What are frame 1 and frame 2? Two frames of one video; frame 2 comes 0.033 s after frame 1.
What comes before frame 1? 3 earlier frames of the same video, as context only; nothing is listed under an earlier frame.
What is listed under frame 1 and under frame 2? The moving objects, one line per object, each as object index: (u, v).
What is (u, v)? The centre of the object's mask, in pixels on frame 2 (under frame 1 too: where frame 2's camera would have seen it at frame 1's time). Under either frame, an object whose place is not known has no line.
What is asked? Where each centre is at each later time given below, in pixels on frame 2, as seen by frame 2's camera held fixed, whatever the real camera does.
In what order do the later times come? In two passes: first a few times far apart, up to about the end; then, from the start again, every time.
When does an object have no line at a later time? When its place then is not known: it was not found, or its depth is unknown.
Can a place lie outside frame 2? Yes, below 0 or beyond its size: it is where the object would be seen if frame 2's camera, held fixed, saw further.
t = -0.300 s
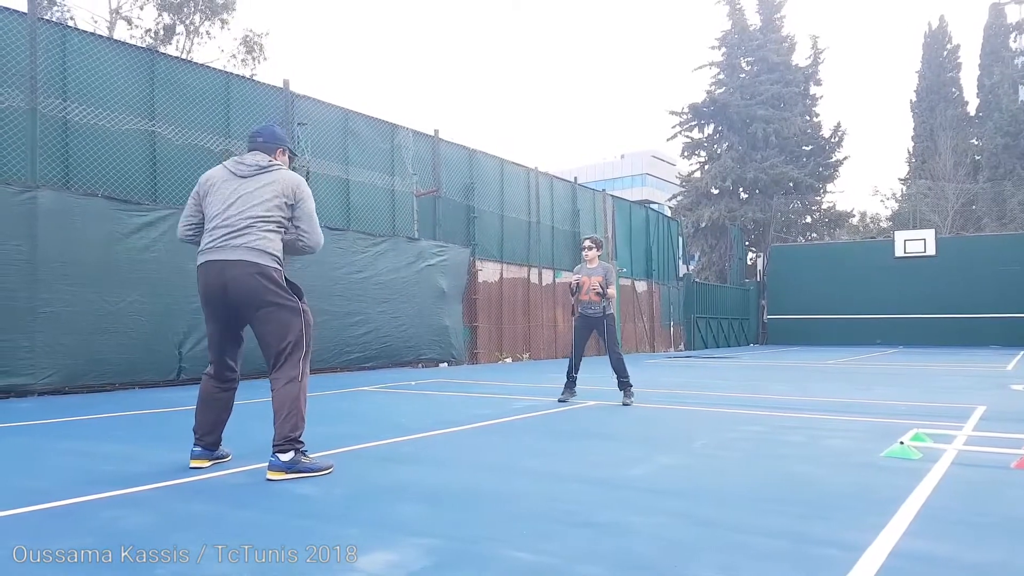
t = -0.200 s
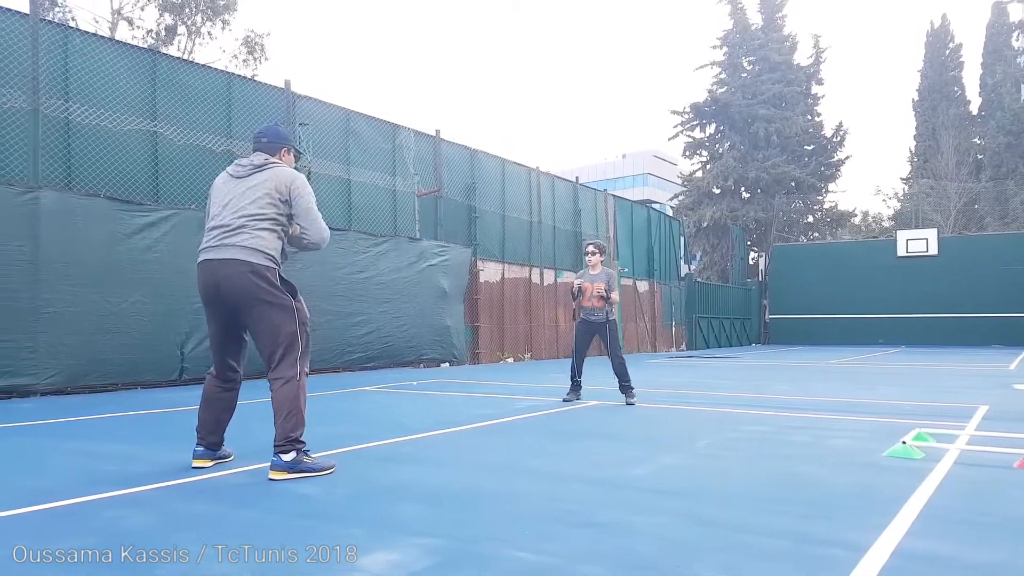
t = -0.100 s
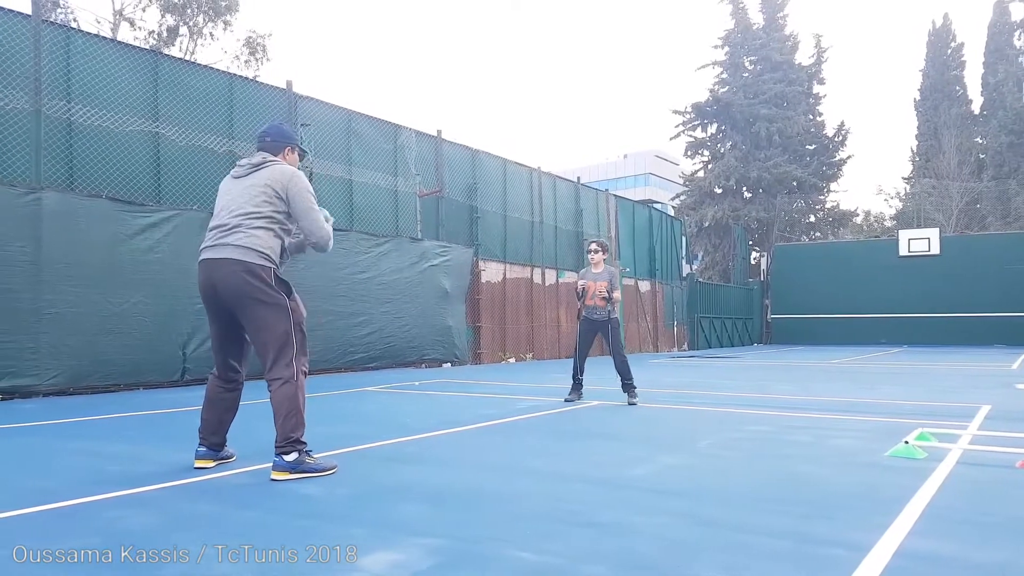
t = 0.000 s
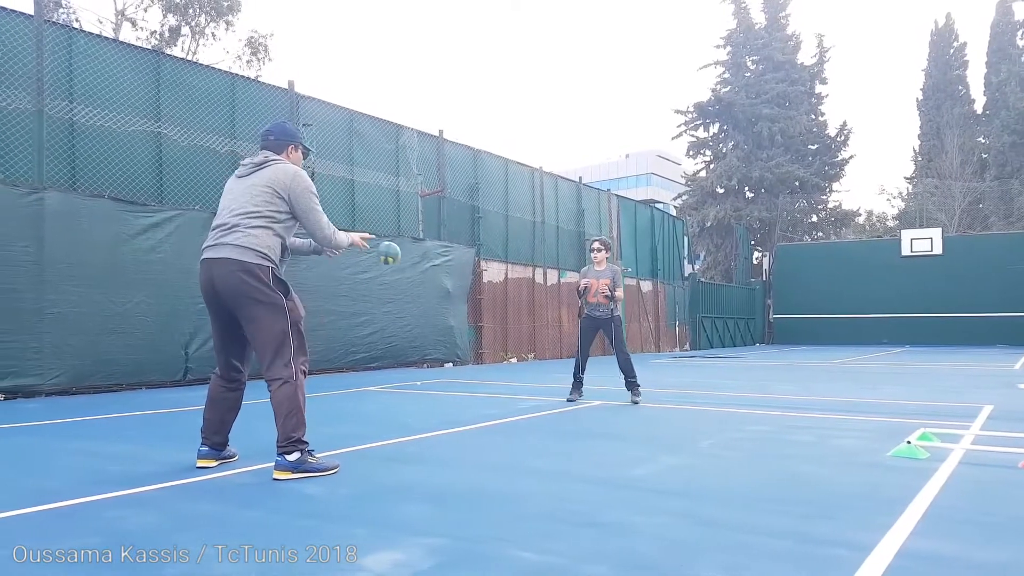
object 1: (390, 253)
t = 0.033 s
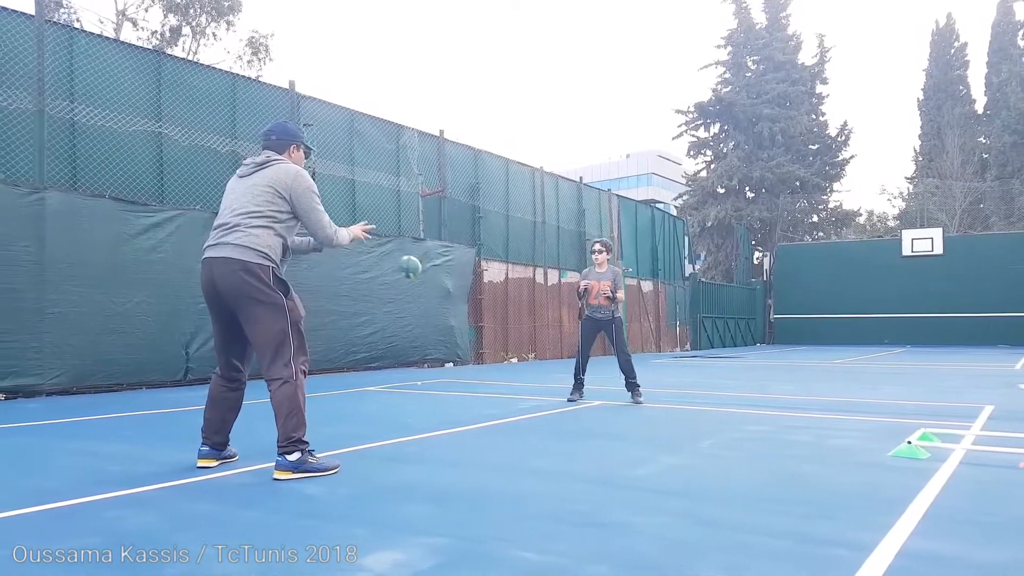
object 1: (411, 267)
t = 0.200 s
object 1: (491, 347)
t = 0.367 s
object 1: (541, 380)
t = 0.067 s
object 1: (429, 281)
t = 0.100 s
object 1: (446, 296)
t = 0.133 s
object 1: (462, 313)
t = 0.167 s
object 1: (477, 330)
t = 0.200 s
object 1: (491, 347)
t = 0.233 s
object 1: (504, 365)
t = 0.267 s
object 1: (516, 384)
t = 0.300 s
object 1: (528, 404)
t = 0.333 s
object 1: (535, 397)
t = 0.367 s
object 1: (541, 380)
